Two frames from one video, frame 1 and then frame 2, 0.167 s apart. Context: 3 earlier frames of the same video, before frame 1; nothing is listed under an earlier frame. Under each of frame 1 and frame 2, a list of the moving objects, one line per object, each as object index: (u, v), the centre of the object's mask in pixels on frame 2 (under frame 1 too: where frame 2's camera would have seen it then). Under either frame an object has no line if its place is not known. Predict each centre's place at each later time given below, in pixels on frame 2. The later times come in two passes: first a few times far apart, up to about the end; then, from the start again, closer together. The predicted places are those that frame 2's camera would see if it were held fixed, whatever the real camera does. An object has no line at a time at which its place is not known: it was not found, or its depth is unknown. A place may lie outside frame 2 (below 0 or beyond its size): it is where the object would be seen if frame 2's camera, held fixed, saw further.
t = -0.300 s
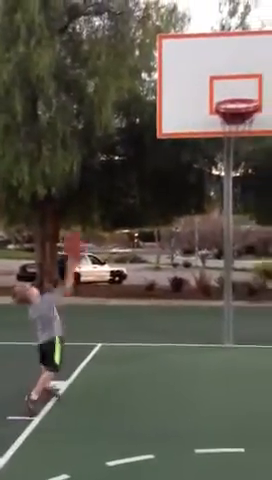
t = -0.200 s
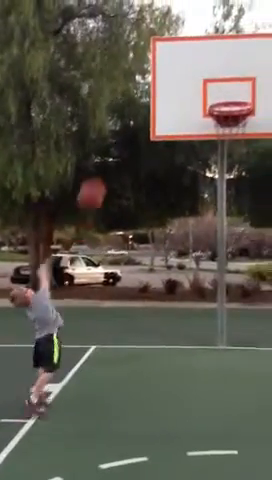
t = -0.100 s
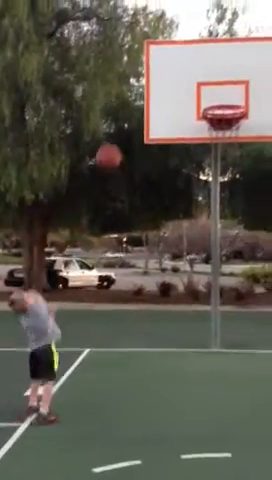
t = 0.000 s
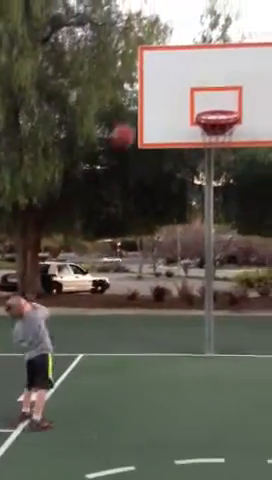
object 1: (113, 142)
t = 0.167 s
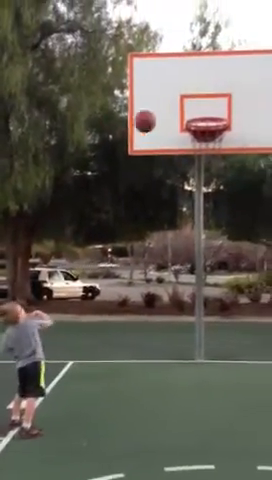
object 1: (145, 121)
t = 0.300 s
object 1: (166, 123)
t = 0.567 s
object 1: (145, 168)
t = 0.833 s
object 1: (111, 262)
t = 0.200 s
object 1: (151, 120)
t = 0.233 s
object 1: (156, 120)
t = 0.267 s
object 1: (162, 121)
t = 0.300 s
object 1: (166, 123)
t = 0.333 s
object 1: (172, 126)
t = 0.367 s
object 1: (174, 129)
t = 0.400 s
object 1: (170, 133)
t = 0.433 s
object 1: (165, 138)
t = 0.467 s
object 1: (160, 144)
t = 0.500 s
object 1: (155, 149)
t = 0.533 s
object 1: (150, 161)
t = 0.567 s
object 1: (145, 168)
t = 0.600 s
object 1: (141, 176)
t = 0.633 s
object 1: (137, 187)
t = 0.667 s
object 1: (133, 198)
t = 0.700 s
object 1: (128, 209)
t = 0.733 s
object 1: (124, 222)
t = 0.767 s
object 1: (120, 234)
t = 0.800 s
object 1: (116, 250)
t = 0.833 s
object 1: (111, 262)
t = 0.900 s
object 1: (104, 297)
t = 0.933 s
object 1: (99, 312)
